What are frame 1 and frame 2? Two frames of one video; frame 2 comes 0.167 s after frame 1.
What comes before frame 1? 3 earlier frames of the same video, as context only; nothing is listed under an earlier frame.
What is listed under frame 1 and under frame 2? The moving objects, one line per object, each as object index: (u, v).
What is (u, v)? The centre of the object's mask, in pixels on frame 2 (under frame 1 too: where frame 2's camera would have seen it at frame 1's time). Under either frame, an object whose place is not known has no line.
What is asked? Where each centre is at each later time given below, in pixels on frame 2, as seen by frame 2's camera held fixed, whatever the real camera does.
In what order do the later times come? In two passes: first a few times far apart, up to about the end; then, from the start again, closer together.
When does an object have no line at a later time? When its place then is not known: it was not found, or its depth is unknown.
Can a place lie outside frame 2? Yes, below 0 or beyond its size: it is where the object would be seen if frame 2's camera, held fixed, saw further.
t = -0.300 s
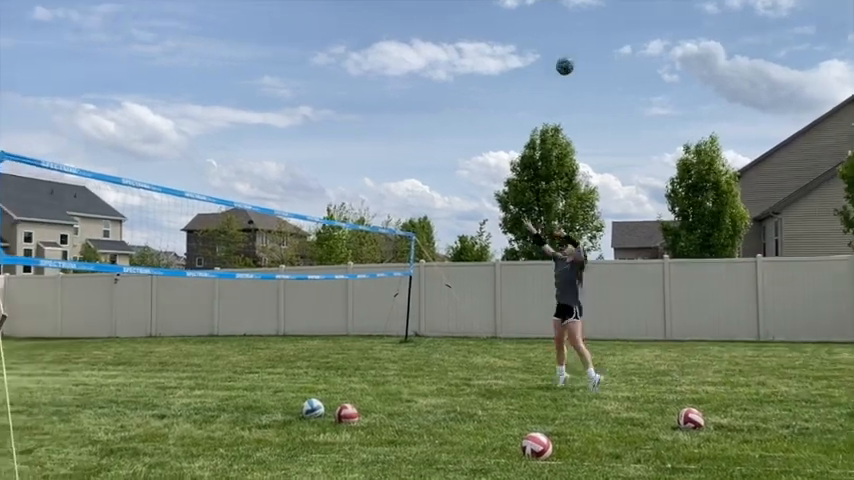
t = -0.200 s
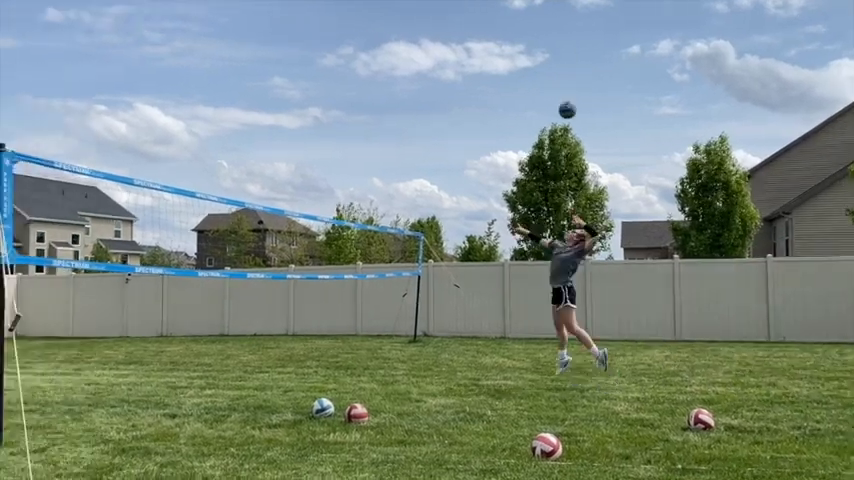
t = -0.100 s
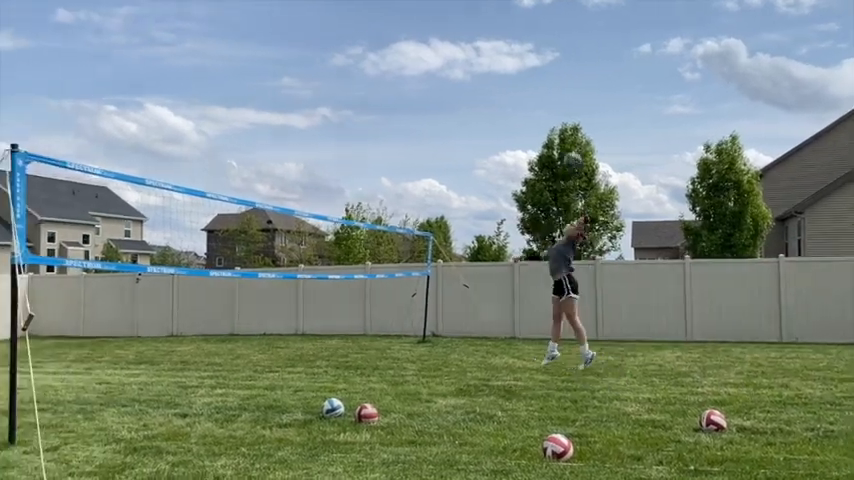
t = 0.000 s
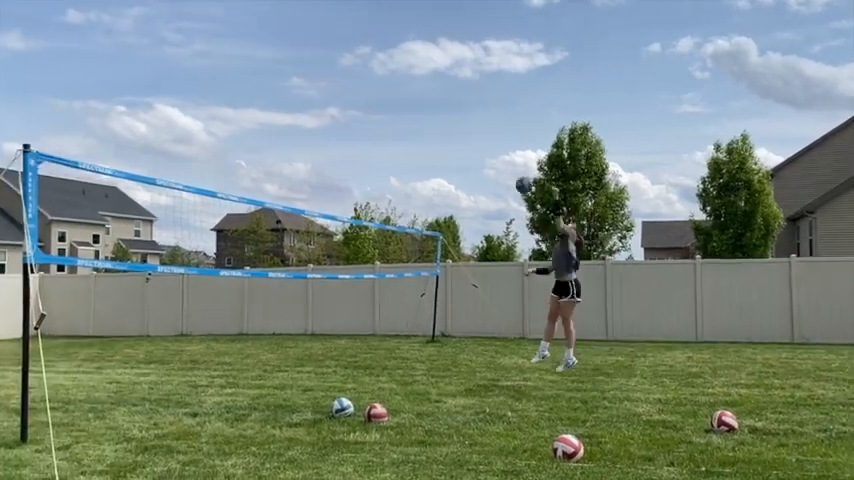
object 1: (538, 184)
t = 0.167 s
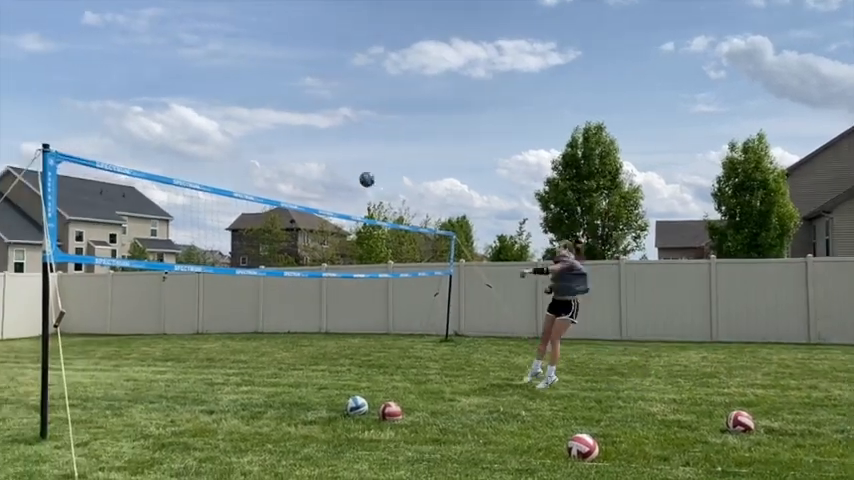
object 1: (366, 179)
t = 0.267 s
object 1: (283, 190)
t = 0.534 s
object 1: (107, 252)
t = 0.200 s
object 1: (337, 182)
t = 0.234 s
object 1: (310, 186)
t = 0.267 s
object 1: (283, 190)
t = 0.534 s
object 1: (107, 252)
